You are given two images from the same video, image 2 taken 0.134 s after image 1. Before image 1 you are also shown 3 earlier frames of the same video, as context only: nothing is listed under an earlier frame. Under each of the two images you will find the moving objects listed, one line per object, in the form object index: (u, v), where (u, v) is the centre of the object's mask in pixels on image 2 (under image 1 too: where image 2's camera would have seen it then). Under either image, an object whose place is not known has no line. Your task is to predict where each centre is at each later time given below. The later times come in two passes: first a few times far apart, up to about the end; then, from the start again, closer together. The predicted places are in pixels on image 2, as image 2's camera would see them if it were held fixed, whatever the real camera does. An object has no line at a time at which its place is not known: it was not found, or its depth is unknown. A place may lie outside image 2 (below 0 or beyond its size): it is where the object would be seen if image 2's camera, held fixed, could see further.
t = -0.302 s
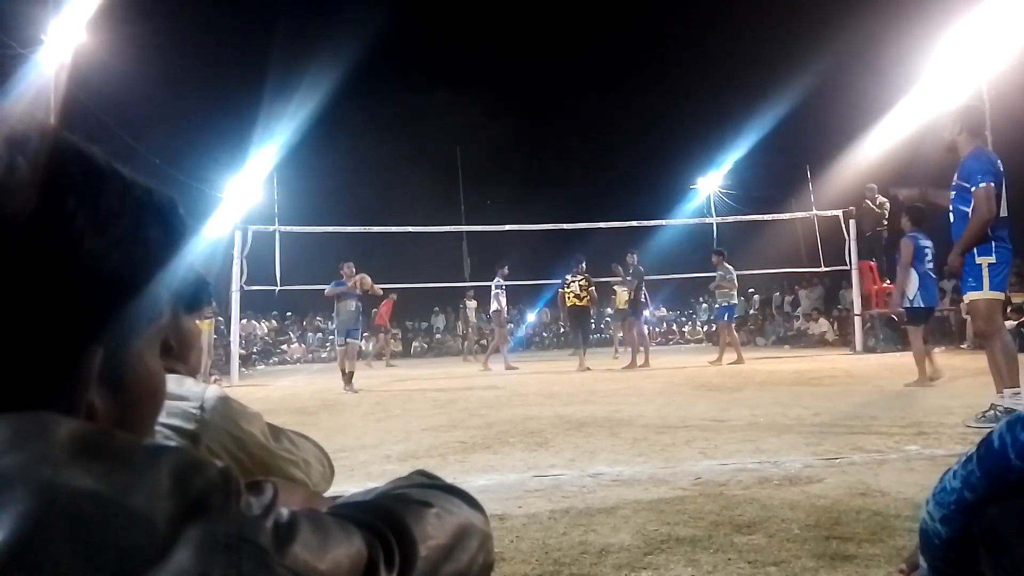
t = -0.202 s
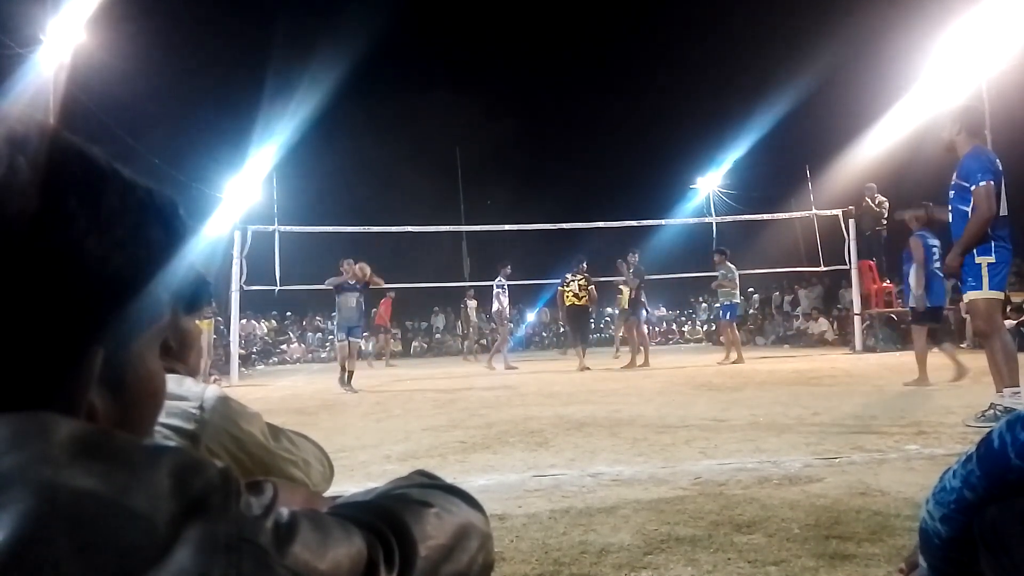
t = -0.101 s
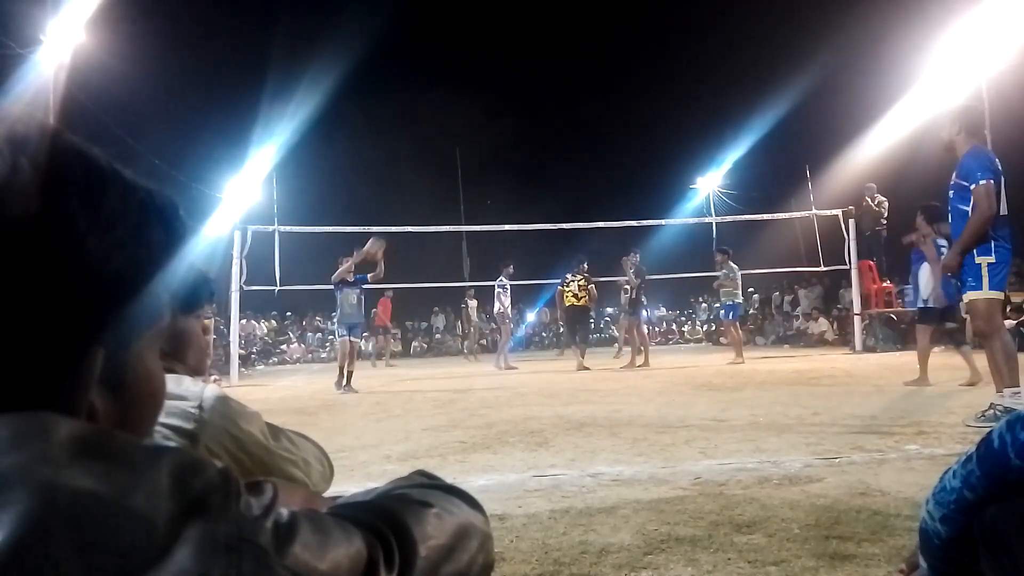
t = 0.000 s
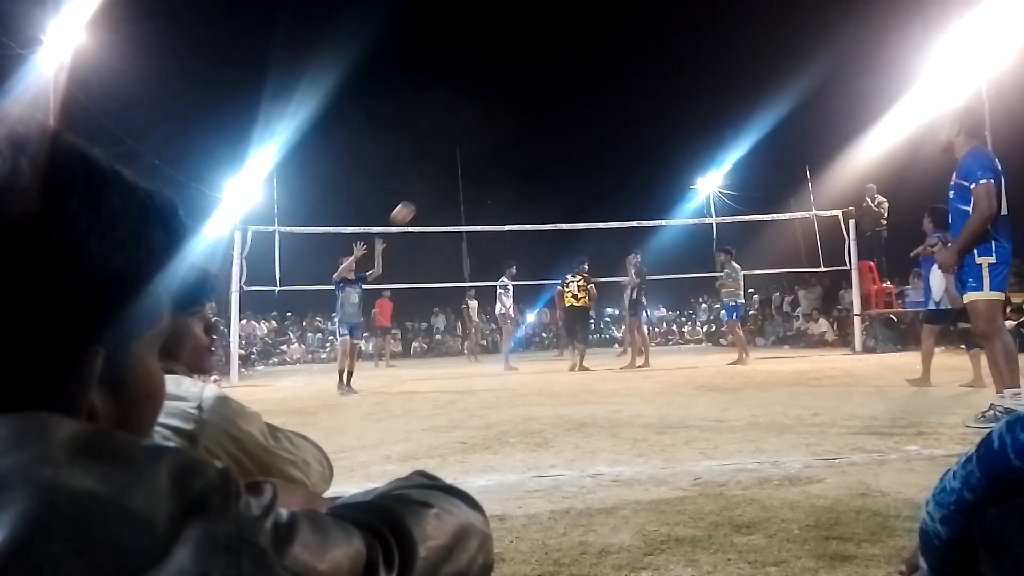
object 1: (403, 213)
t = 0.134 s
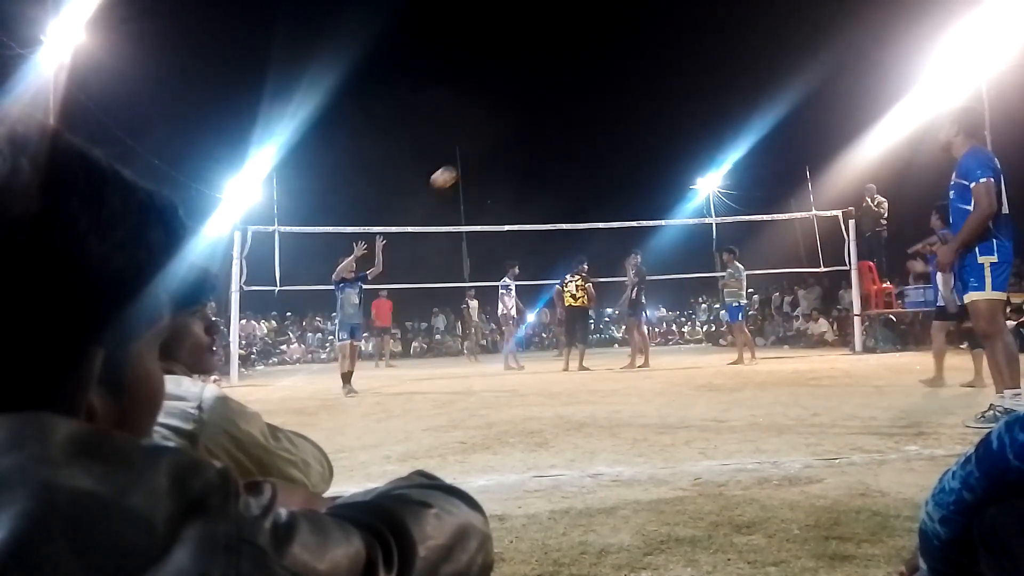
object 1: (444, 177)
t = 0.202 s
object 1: (466, 164)
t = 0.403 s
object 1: (543, 148)
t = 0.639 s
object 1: (651, 181)
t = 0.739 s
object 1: (708, 219)
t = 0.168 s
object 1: (456, 170)
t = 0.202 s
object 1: (466, 164)
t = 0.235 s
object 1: (479, 158)
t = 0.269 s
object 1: (490, 155)
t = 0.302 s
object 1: (503, 151)
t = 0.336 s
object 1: (516, 149)
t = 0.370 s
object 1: (529, 148)
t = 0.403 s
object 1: (543, 148)
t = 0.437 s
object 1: (557, 148)
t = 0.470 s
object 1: (572, 150)
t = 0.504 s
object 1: (587, 154)
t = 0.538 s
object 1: (602, 159)
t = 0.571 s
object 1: (618, 165)
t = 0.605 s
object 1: (635, 172)
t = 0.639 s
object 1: (651, 181)
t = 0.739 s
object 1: (708, 219)
